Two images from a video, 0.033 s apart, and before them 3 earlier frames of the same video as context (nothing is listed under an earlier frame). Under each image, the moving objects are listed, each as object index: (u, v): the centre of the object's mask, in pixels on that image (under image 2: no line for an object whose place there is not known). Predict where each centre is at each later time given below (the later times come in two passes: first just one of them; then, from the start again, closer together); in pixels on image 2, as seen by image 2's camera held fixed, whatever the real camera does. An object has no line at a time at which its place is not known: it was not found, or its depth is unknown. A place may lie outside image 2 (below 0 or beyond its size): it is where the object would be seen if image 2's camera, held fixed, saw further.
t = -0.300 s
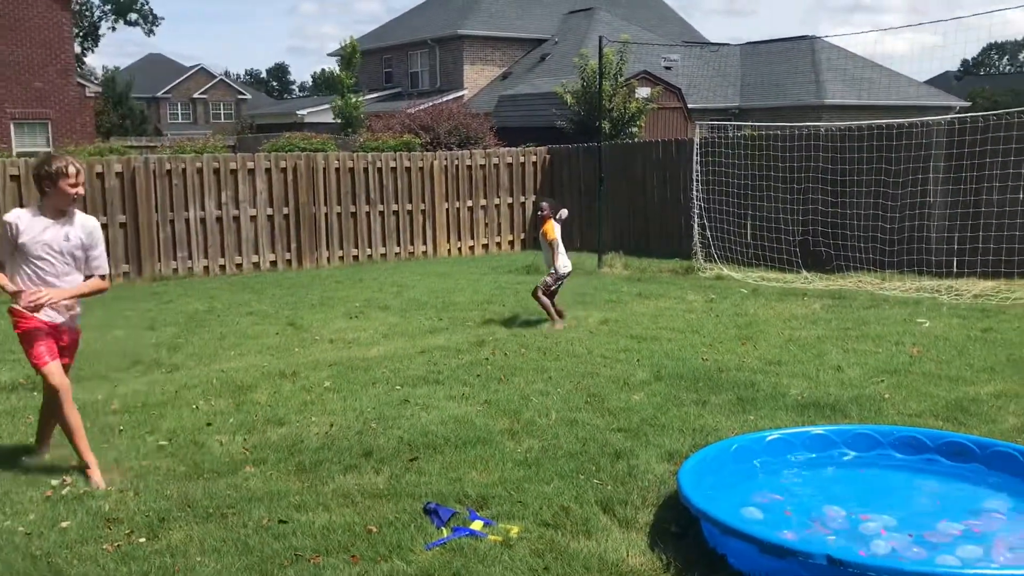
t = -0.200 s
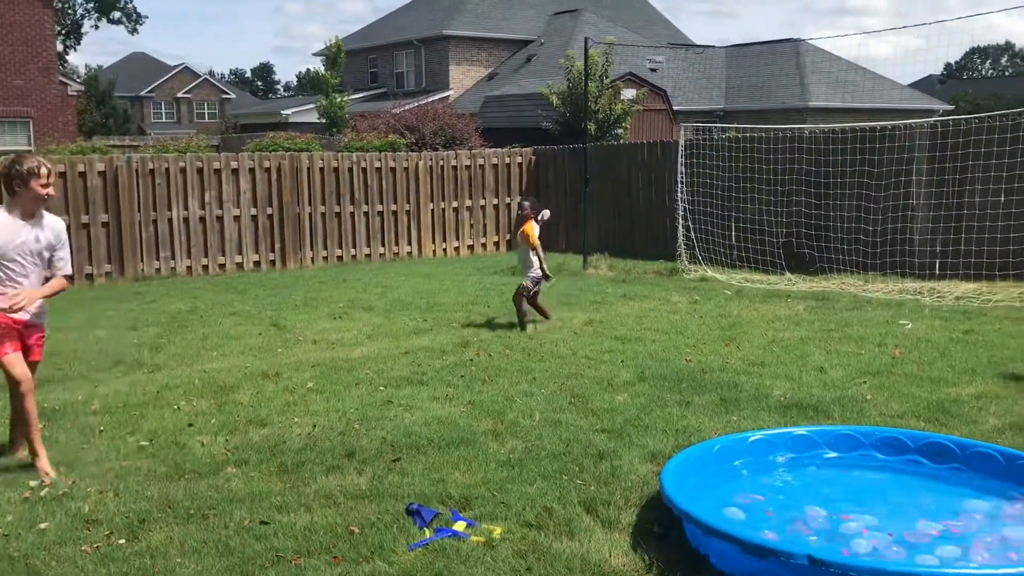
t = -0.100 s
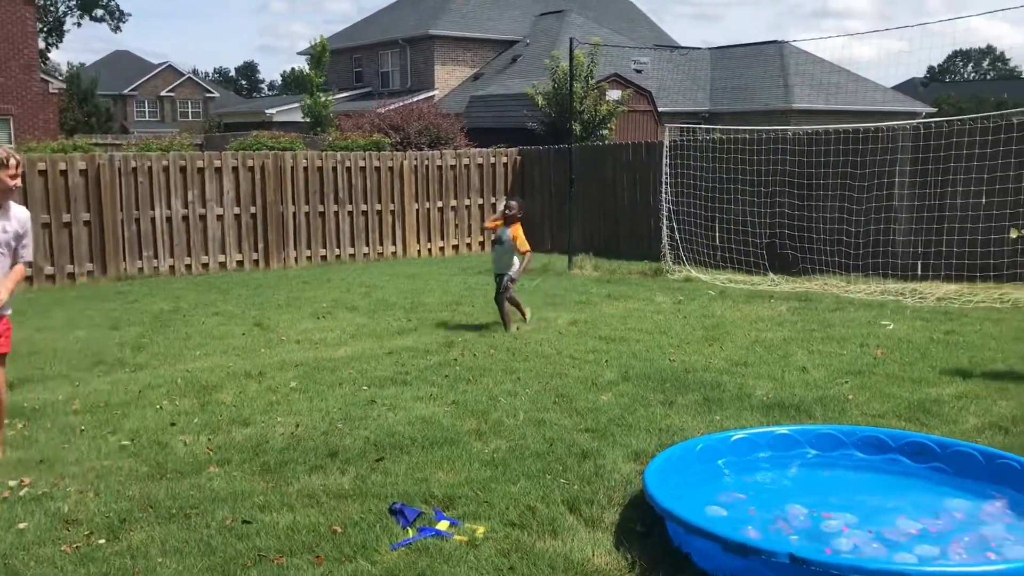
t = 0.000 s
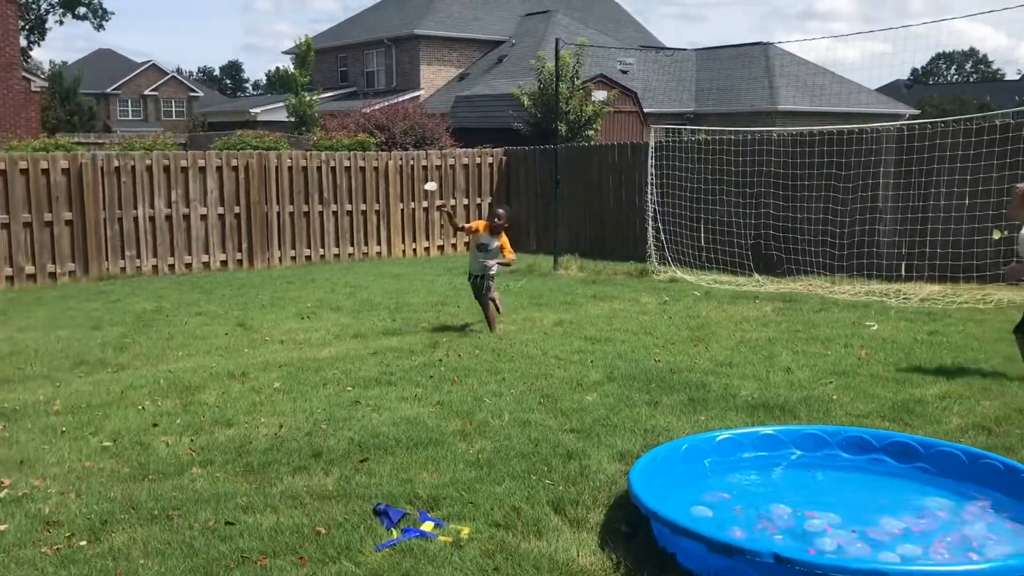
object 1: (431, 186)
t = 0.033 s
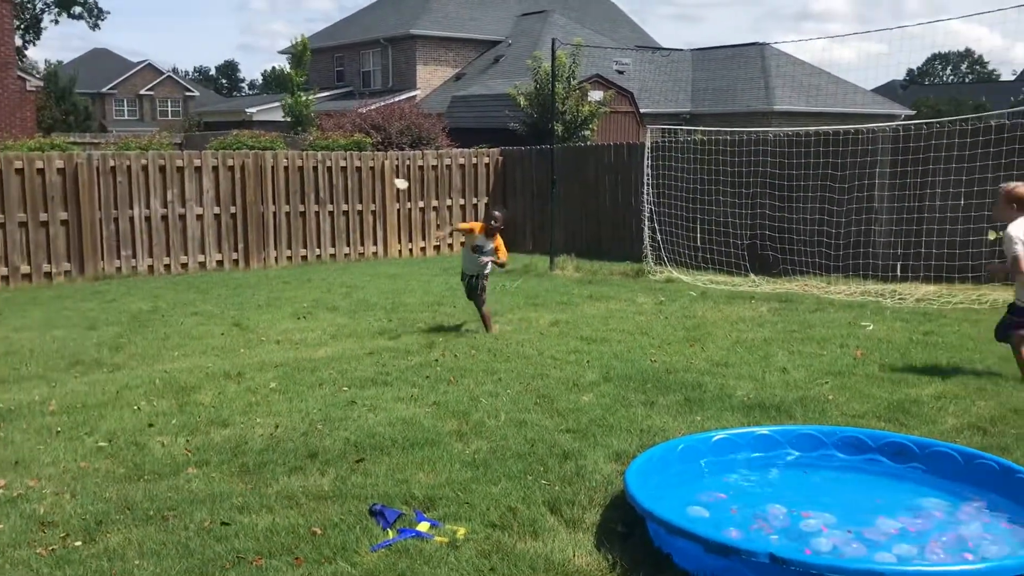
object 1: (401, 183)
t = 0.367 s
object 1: (9, 271)
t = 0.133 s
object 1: (313, 186)
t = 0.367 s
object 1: (9, 271)
